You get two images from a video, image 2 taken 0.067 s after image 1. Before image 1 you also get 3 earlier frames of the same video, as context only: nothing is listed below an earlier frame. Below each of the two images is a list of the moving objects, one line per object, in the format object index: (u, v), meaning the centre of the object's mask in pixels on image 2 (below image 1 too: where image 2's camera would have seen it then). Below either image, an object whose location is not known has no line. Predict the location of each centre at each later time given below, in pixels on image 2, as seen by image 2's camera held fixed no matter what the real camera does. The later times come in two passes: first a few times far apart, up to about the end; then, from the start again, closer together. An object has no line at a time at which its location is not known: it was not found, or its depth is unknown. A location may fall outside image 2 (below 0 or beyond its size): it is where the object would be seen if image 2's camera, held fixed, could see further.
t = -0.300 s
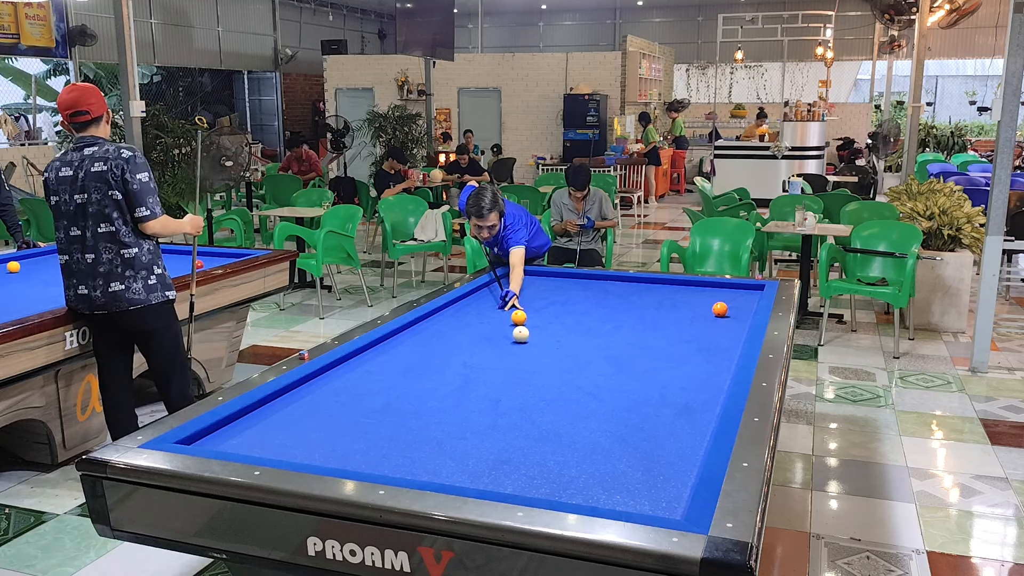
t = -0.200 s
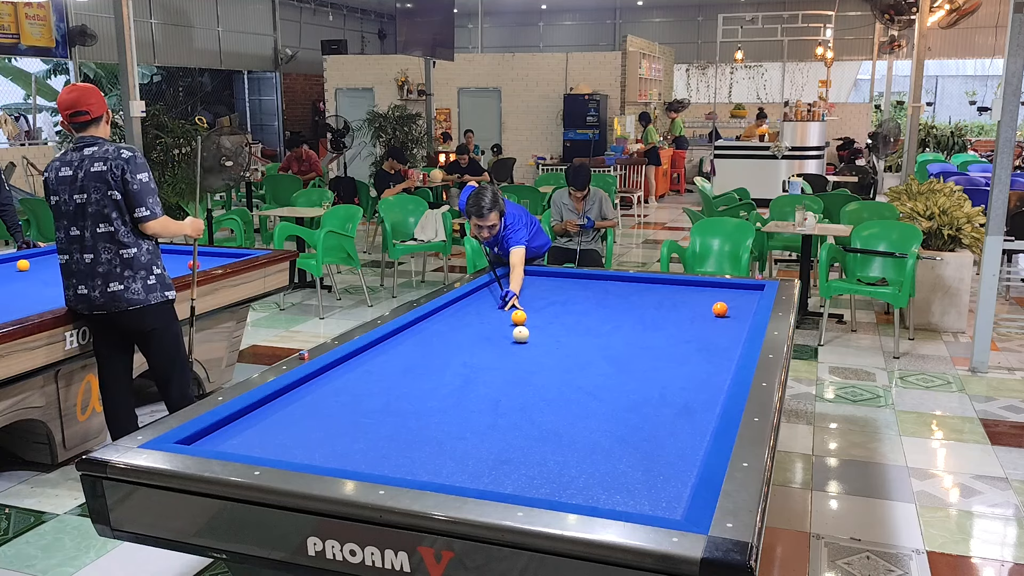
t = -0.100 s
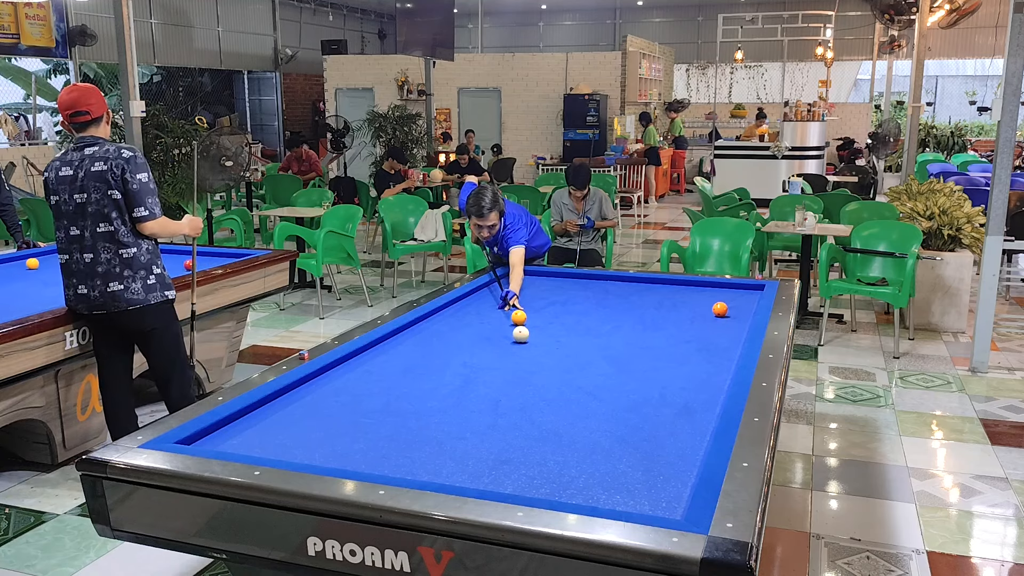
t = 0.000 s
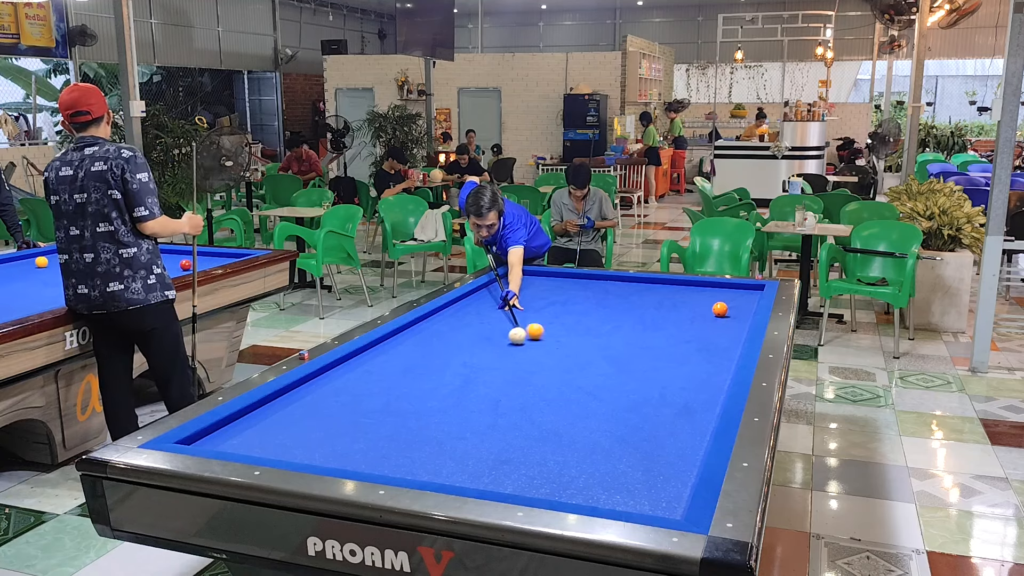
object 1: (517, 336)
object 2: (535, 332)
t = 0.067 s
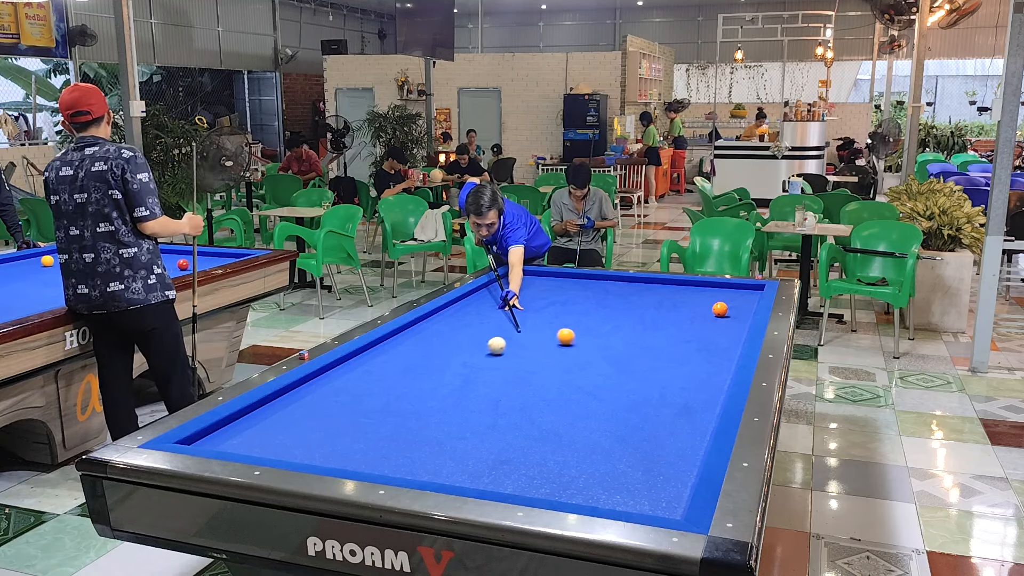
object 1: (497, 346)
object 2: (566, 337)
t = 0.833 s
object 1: (297, 433)
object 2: (594, 392)
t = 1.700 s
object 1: (401, 357)
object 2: (279, 450)
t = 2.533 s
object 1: (458, 314)
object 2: (360, 398)
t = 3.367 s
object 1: (496, 285)
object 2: (516, 368)
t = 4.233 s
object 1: (511, 276)
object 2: (642, 345)
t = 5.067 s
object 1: (503, 287)
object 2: (738, 328)
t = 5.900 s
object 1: (495, 298)
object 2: (715, 312)
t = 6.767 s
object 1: (488, 310)
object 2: (685, 307)
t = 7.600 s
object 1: (480, 320)
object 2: (663, 304)
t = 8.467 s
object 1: (472, 330)
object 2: (648, 301)
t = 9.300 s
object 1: (466, 338)
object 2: (640, 300)
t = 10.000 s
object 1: (462, 344)
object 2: (640, 300)
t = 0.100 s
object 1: (486, 351)
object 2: (581, 339)
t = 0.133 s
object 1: (475, 356)
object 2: (596, 342)
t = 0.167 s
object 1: (465, 361)
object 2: (611, 345)
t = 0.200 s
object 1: (454, 366)
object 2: (625, 348)
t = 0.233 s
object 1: (443, 371)
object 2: (639, 351)
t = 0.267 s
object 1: (432, 376)
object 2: (653, 354)
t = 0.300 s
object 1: (421, 382)
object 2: (667, 356)
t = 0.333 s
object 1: (410, 387)
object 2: (681, 359)
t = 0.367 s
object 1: (399, 392)
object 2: (695, 363)
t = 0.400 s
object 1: (388, 397)
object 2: (710, 366)
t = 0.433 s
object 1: (376, 403)
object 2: (725, 369)
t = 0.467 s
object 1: (364, 409)
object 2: (719, 370)
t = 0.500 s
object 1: (351, 415)
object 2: (705, 372)
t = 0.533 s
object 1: (338, 421)
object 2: (692, 374)
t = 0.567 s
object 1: (324, 428)
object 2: (680, 376)
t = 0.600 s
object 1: (310, 434)
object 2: (668, 377)
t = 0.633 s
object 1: (295, 441)
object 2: (656, 380)
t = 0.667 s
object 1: (280, 448)
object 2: (645, 381)
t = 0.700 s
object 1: (265, 451)
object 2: (634, 384)
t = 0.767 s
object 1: (282, 444)
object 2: (614, 388)
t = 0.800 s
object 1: (290, 438)
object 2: (604, 390)
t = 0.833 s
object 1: (297, 433)
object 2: (594, 392)
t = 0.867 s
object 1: (304, 428)
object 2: (583, 394)
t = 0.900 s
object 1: (310, 424)
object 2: (573, 397)
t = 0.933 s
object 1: (315, 420)
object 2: (562, 399)
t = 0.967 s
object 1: (320, 417)
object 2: (551, 401)
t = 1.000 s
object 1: (324, 414)
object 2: (540, 403)
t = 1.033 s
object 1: (329, 410)
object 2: (529, 406)
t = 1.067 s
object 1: (333, 407)
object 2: (518, 408)
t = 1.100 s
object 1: (338, 403)
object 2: (506, 411)
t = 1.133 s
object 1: (342, 400)
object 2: (494, 413)
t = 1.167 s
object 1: (346, 398)
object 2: (482, 416)
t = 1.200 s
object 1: (350, 395)
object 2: (470, 419)
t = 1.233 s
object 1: (354, 392)
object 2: (458, 421)
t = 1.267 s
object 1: (358, 389)
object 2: (445, 424)
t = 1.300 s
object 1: (361, 386)
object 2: (433, 427)
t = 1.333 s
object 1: (365, 383)
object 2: (420, 429)
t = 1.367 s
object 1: (369, 381)
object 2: (407, 432)
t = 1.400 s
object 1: (372, 378)
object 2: (394, 435)
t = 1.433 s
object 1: (376, 376)
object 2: (380, 438)
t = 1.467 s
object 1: (379, 373)
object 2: (366, 441)
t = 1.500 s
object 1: (382, 370)
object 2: (352, 444)
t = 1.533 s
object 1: (385, 368)
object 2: (338, 447)
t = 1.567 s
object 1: (388, 366)
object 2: (324, 450)
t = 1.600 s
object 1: (392, 363)
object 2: (309, 452)
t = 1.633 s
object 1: (395, 361)
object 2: (295, 453)
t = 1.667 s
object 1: (398, 359)
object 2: (284, 453)
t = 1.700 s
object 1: (401, 357)
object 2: (279, 450)
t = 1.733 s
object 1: (403, 355)
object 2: (274, 447)
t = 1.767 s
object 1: (406, 353)
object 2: (268, 444)
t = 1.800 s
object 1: (409, 351)
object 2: (263, 441)
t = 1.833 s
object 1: (411, 349)
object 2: (258, 438)
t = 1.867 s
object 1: (414, 347)
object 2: (252, 434)
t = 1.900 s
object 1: (417, 345)
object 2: (247, 431)
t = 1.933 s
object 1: (419, 343)
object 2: (242, 428)
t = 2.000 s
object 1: (424, 339)
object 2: (232, 422)
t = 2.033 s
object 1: (426, 337)
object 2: (237, 420)
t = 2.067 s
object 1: (429, 335)
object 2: (248, 418)
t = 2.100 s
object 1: (431, 334)
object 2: (258, 417)
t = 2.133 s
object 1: (433, 332)
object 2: (266, 415)
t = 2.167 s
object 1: (436, 330)
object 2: (275, 414)
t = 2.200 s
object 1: (438, 329)
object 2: (283, 412)
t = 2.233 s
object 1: (440, 327)
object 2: (291, 411)
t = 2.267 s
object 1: (442, 325)
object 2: (299, 409)
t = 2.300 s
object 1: (444, 324)
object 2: (307, 408)
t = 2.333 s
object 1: (446, 322)
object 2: (315, 406)
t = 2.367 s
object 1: (448, 321)
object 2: (322, 405)
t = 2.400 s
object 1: (450, 319)
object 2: (330, 403)
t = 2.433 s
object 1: (452, 318)
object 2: (338, 402)
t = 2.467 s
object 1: (454, 316)
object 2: (345, 400)
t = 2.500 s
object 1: (456, 315)
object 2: (352, 399)
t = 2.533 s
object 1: (458, 314)
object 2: (360, 398)
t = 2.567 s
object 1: (460, 312)
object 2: (367, 396)
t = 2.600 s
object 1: (461, 311)
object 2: (374, 395)
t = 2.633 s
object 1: (463, 309)
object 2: (381, 394)
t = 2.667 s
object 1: (465, 308)
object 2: (388, 392)
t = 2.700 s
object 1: (466, 307)
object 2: (395, 391)
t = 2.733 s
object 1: (468, 306)
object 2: (402, 389)
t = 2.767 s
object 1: (470, 304)
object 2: (408, 388)
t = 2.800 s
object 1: (471, 303)
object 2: (415, 387)
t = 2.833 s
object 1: (473, 302)
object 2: (421, 386)
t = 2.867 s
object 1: (475, 301)
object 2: (428, 385)
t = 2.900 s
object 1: (476, 299)
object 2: (434, 383)
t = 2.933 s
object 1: (478, 298)
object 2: (440, 382)
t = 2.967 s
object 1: (479, 297)
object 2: (447, 381)
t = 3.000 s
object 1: (481, 296)
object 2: (453, 380)
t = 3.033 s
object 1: (482, 295)
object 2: (459, 378)
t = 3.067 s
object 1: (484, 294)
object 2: (465, 378)
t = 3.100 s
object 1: (485, 293)
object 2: (471, 376)
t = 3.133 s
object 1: (487, 292)
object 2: (477, 375)
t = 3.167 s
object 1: (488, 291)
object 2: (483, 374)
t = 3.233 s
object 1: (491, 289)
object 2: (494, 372)
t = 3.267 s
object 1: (492, 288)
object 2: (500, 371)
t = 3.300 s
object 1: (493, 287)
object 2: (506, 370)
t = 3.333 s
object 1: (495, 286)
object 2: (511, 369)
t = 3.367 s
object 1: (496, 285)
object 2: (516, 368)
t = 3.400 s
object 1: (497, 284)
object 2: (522, 367)
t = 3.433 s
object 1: (499, 283)
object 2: (527, 366)
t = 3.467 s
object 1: (500, 282)
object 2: (533, 364)
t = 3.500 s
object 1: (501, 281)
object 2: (538, 363)
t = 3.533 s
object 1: (502, 280)
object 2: (543, 363)
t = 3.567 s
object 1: (504, 279)
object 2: (548, 362)
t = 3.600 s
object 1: (505, 278)
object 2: (553, 361)
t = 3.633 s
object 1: (506, 277)
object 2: (558, 360)
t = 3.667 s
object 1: (507, 276)
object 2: (563, 359)
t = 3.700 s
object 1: (508, 275)
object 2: (568, 358)
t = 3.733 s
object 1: (509, 275)
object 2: (573, 357)
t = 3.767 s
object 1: (510, 274)
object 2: (578, 356)
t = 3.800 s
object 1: (511, 273)
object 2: (583, 356)
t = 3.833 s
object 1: (512, 272)
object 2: (587, 355)
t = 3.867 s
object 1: (514, 271)
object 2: (592, 354)
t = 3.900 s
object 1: (515, 271)
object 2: (597, 353)
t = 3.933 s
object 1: (515, 271)
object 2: (602, 352)
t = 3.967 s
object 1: (514, 272)
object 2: (606, 351)
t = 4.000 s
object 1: (514, 272)
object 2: (611, 350)
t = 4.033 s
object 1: (514, 273)
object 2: (615, 349)
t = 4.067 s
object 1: (513, 273)
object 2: (620, 349)
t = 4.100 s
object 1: (513, 274)
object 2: (624, 348)
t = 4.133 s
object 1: (512, 274)
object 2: (629, 347)
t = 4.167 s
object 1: (512, 275)
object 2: (633, 346)
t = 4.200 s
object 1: (512, 275)
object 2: (637, 346)
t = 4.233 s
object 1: (511, 276)
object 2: (642, 345)
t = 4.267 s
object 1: (511, 276)
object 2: (646, 344)
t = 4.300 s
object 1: (511, 276)
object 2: (650, 343)
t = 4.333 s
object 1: (510, 277)
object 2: (654, 342)
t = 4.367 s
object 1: (510, 277)
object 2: (658, 342)
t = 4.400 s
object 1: (510, 278)
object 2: (663, 341)
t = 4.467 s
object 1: (509, 279)
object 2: (671, 340)
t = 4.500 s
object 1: (509, 279)
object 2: (675, 339)
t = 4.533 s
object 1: (508, 280)
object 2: (679, 338)
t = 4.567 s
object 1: (508, 280)
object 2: (683, 338)
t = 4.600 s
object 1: (508, 280)
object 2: (687, 337)
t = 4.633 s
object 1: (508, 281)
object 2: (691, 336)
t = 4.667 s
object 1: (507, 281)
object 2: (694, 335)
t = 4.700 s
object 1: (507, 282)
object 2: (698, 335)
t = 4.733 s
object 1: (507, 282)
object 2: (702, 334)
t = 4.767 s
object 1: (506, 283)
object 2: (706, 333)
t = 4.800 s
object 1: (506, 283)
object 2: (710, 333)
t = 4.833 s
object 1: (505, 284)
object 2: (713, 332)
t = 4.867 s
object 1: (505, 284)
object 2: (717, 332)
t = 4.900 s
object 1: (505, 284)
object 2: (721, 331)
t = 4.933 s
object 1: (505, 285)
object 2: (724, 330)
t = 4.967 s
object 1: (504, 285)
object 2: (728, 330)
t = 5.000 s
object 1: (504, 286)
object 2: (731, 329)
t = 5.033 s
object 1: (504, 286)
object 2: (735, 328)
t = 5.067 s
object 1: (503, 287)
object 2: (738, 328)
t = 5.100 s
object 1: (503, 287)
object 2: (742, 327)
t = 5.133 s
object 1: (503, 288)
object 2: (743, 326)
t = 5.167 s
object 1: (502, 288)
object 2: (742, 326)
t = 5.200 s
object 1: (502, 289)
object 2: (740, 325)
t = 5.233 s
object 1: (502, 289)
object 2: (739, 324)
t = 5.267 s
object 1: (501, 290)
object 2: (738, 323)
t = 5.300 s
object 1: (501, 290)
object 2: (737, 323)
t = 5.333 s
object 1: (501, 290)
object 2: (735, 322)
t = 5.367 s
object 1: (500, 291)
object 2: (734, 322)
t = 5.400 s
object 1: (500, 291)
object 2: (733, 321)
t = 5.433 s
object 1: (500, 292)
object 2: (731, 320)
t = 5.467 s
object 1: (499, 292)
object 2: (730, 320)
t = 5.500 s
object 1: (499, 293)
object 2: (729, 319)
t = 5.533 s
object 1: (499, 293)
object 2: (728, 318)
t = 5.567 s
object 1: (498, 294)
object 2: (727, 318)
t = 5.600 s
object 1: (498, 294)
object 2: (726, 317)
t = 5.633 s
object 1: (498, 295)
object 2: (724, 316)
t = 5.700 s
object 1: (497, 295)
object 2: (722, 315)
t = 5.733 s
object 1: (497, 296)
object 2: (721, 315)
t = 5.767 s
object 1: (496, 296)
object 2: (720, 314)
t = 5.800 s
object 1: (496, 296)
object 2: (719, 313)
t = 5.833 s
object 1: (496, 297)
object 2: (718, 312)
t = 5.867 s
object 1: (496, 298)
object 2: (717, 312)
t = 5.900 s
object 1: (495, 298)
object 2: (715, 312)
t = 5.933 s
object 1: (495, 298)
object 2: (714, 312)
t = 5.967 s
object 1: (495, 299)
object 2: (712, 312)
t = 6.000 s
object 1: (494, 299)
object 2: (711, 312)
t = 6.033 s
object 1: (494, 300)
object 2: (710, 311)
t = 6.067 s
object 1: (494, 300)
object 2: (708, 311)
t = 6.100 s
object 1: (493, 301)
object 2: (707, 311)
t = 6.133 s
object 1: (493, 301)
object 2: (706, 311)
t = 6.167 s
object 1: (493, 302)
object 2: (705, 310)
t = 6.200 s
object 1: (493, 302)
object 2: (704, 310)
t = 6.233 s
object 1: (492, 303)
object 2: (702, 310)
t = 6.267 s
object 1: (492, 303)
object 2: (701, 310)
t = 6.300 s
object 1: (492, 303)
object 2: (700, 309)
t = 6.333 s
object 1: (492, 304)
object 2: (699, 309)
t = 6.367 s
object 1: (491, 304)
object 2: (698, 309)
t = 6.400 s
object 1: (491, 305)
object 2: (696, 309)
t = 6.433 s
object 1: (491, 305)
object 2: (695, 309)
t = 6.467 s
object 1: (491, 305)
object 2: (694, 309)
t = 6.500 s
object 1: (490, 306)
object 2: (693, 309)
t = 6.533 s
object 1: (490, 307)
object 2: (692, 308)
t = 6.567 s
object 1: (489, 307)
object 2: (691, 308)
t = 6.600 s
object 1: (489, 307)
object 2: (690, 308)
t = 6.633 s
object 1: (489, 308)
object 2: (689, 308)
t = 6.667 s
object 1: (488, 308)
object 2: (688, 308)
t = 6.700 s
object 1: (488, 309)
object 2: (687, 308)
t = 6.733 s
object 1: (488, 309)
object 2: (686, 307)
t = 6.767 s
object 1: (488, 310)
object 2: (685, 307)
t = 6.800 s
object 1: (487, 310)
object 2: (684, 307)
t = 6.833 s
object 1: (487, 310)
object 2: (683, 307)
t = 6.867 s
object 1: (487, 311)
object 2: (682, 307)
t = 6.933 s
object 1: (486, 312)
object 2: (680, 306)
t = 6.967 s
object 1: (486, 312)
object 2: (679, 306)
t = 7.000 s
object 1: (485, 313)
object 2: (678, 306)
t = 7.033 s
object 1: (485, 313)
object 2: (677, 306)
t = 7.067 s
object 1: (485, 313)
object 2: (676, 306)
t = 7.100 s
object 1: (484, 314)
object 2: (675, 306)
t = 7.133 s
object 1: (484, 314)
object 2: (674, 306)
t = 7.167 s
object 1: (484, 314)
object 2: (673, 306)
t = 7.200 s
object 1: (484, 315)
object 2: (673, 305)
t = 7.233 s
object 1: (483, 315)
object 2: (672, 305)
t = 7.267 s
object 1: (483, 316)
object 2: (671, 305)
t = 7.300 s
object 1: (483, 316)
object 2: (670, 305)
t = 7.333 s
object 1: (482, 317)
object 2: (669, 305)
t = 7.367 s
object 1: (482, 317)
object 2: (668, 305)
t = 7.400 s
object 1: (482, 317)
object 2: (668, 305)
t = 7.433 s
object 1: (482, 318)
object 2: (667, 304)
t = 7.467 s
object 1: (481, 318)
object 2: (666, 304)
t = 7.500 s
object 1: (481, 319)
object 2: (665, 304)
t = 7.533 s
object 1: (481, 319)
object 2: (665, 304)
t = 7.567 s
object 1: (480, 319)
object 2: (664, 304)
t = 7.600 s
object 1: (480, 320)
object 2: (663, 304)
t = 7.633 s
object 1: (479, 320)
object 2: (662, 304)
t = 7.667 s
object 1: (479, 321)
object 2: (662, 303)
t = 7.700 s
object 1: (479, 321)
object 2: (661, 303)
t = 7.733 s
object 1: (478, 322)
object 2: (660, 303)
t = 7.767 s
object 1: (478, 322)
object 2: (660, 303)
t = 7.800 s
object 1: (478, 322)
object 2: (659, 303)
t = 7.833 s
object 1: (477, 323)
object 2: (658, 303)
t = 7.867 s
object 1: (477, 323)
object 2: (658, 303)
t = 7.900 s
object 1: (477, 324)
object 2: (657, 303)
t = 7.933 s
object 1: (477, 324)
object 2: (656, 303)
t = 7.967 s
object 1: (476, 324)
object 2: (656, 303)
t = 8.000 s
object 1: (476, 325)
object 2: (655, 303)
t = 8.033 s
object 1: (476, 325)
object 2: (655, 302)
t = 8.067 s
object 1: (476, 325)
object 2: (654, 302)
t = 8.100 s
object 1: (475, 326)
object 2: (653, 302)
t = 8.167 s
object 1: (475, 327)
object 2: (652, 302)
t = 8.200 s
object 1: (474, 327)
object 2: (652, 302)
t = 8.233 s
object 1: (474, 327)
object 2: (651, 302)
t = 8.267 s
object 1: (474, 328)
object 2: (651, 302)
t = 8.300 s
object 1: (474, 328)
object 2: (650, 302)
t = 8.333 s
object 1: (473, 328)
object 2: (650, 302)
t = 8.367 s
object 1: (473, 329)
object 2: (649, 302)
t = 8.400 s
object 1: (473, 329)
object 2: (649, 302)
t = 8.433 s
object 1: (472, 330)
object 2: (648, 302)
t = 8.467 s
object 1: (472, 330)
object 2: (648, 301)
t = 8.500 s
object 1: (472, 330)
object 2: (647, 301)
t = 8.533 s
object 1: (472, 331)
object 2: (647, 301)
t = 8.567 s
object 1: (471, 331)
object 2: (647, 301)
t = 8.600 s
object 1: (471, 331)
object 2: (646, 301)
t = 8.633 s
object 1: (471, 332)
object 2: (646, 301)
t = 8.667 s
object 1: (471, 332)
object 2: (645, 301)
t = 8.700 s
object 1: (471, 332)
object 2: (645, 301)
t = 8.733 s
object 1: (470, 333)
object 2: (645, 301)
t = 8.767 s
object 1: (470, 333)
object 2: (644, 301)
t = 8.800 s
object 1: (470, 333)
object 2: (644, 301)
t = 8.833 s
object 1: (470, 334)
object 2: (644, 301)
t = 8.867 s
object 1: (469, 334)
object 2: (643, 301)
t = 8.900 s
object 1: (469, 334)
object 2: (643, 301)
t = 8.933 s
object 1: (469, 335)
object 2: (643, 301)
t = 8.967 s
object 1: (469, 335)
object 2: (642, 301)
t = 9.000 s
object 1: (469, 335)
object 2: (642, 301)
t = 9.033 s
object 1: (468, 336)
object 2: (642, 301)
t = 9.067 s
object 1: (468, 336)
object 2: (642, 301)
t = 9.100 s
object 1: (468, 336)
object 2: (641, 301)
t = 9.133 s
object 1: (468, 337)
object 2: (641, 301)
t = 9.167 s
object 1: (467, 337)
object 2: (641, 300)
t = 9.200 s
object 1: (467, 337)
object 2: (641, 300)
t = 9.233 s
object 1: (467, 338)
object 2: (641, 300)
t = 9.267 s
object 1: (467, 338)
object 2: (641, 300)
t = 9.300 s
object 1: (466, 338)
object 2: (640, 300)
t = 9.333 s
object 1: (466, 338)
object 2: (640, 300)
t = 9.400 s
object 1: (466, 339)
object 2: (640, 300)
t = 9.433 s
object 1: (466, 339)
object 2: (640, 300)
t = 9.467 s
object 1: (465, 340)
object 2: (640, 300)
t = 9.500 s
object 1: (465, 340)
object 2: (640, 300)
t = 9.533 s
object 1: (465, 340)
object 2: (640, 300)
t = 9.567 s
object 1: (465, 340)
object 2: (640, 300)
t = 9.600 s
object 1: (465, 341)
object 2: (640, 300)
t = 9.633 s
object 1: (464, 341)
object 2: (640, 300)
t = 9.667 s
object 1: (464, 341)
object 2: (640, 300)
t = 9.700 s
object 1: (464, 342)
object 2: (640, 300)
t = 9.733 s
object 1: (464, 342)
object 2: (640, 300)
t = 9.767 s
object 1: (464, 342)
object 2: (640, 300)
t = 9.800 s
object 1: (463, 342)
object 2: (640, 300)
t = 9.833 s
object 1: (463, 343)
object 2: (640, 300)
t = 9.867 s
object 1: (463, 343)
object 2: (640, 300)
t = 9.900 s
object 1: (463, 343)
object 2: (640, 300)
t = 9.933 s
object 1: (462, 343)
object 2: (640, 300)
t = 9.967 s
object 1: (462, 344)
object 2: (640, 300)
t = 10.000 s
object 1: (462, 344)
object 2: (640, 300)
